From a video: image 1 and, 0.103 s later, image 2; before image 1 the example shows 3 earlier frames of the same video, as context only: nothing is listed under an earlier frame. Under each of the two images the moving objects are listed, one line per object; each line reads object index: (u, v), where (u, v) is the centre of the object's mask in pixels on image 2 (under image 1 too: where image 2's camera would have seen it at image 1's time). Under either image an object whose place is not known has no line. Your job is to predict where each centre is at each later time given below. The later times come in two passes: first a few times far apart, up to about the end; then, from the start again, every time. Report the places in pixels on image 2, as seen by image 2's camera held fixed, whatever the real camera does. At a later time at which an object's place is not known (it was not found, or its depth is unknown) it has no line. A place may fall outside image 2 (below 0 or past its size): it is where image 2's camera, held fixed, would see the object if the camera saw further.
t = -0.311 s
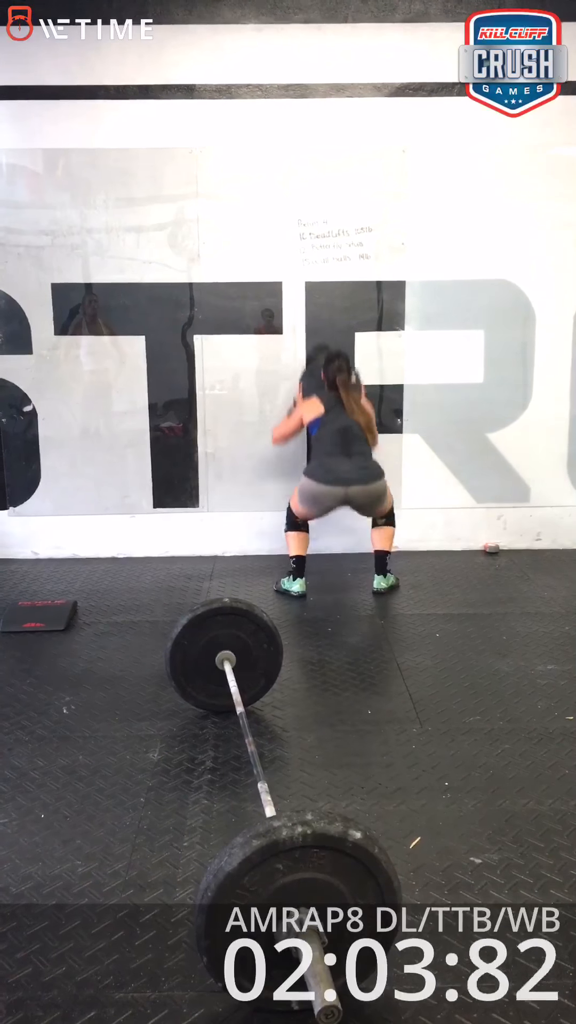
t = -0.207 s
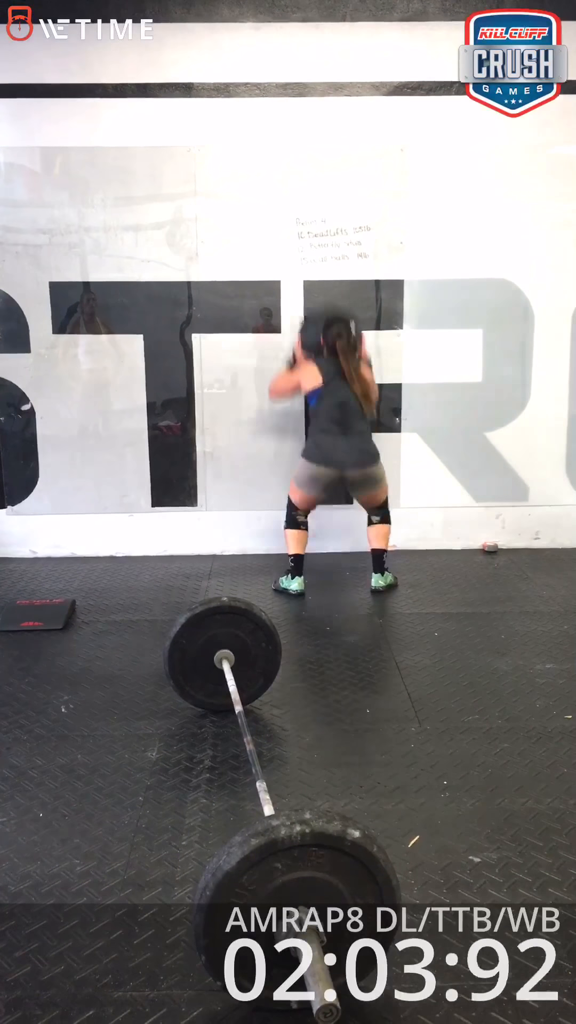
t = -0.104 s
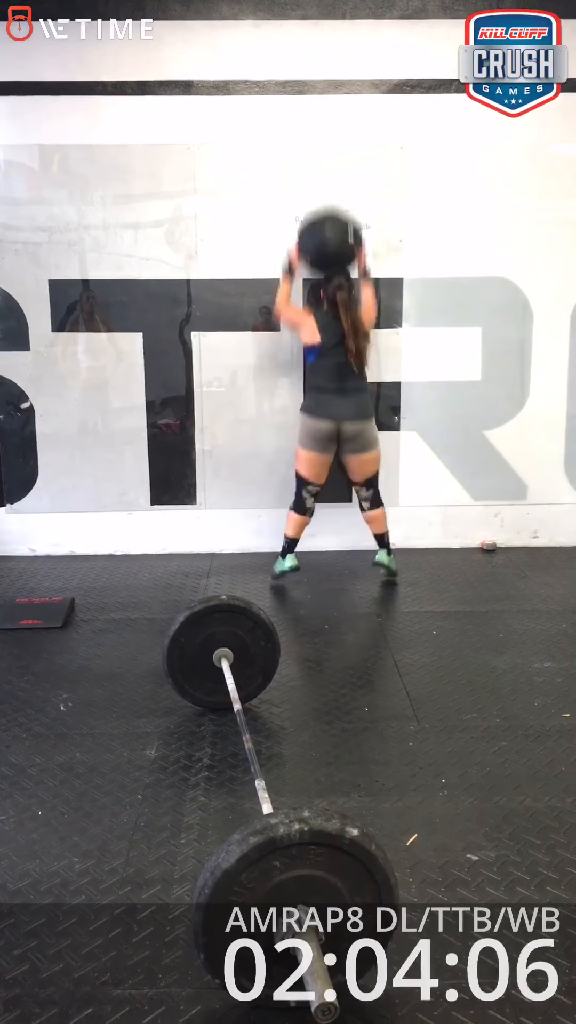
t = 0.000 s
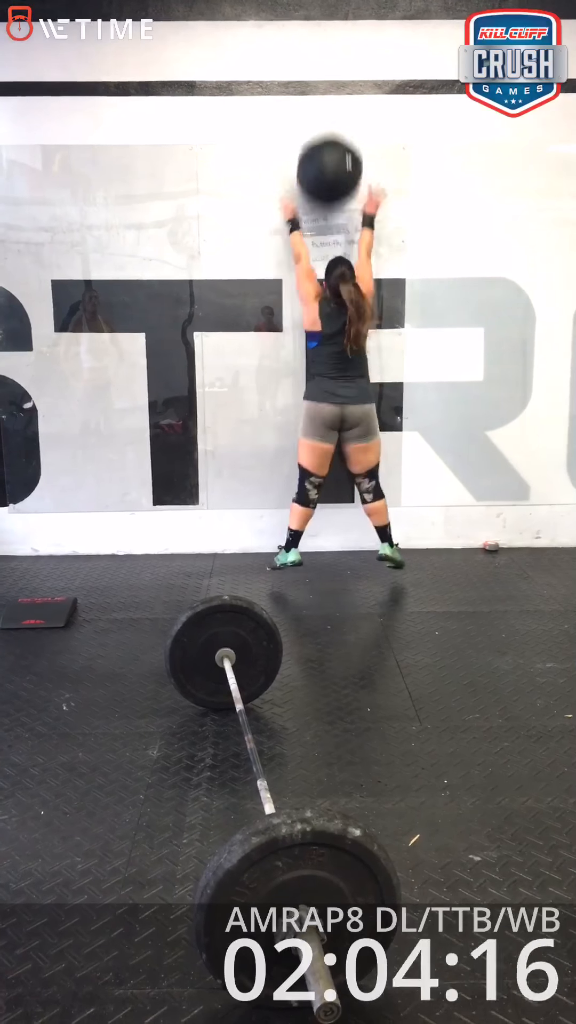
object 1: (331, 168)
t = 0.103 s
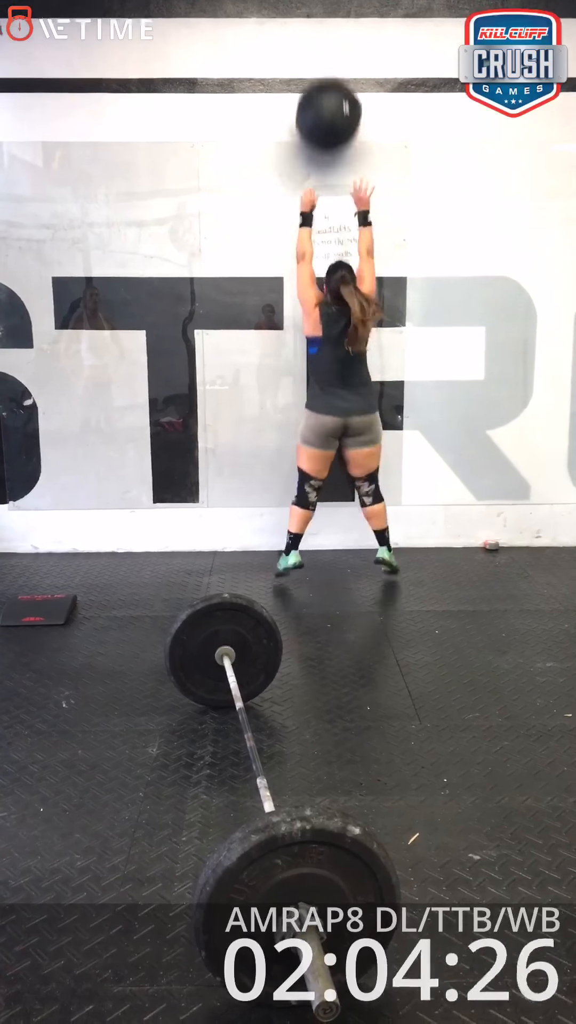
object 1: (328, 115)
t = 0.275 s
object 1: (325, 72)
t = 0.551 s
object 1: (324, 113)
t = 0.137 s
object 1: (327, 102)
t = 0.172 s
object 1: (326, 91)
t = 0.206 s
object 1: (326, 84)
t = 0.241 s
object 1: (326, 77)
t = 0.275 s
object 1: (325, 72)
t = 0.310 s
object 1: (325, 69)
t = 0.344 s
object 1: (325, 69)
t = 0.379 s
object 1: (325, 71)
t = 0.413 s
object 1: (324, 75)
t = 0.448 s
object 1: (324, 81)
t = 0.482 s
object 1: (324, 90)
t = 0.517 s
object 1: (323, 100)
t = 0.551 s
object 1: (324, 113)
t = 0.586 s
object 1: (323, 129)
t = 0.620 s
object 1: (323, 146)
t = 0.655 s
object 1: (322, 166)
